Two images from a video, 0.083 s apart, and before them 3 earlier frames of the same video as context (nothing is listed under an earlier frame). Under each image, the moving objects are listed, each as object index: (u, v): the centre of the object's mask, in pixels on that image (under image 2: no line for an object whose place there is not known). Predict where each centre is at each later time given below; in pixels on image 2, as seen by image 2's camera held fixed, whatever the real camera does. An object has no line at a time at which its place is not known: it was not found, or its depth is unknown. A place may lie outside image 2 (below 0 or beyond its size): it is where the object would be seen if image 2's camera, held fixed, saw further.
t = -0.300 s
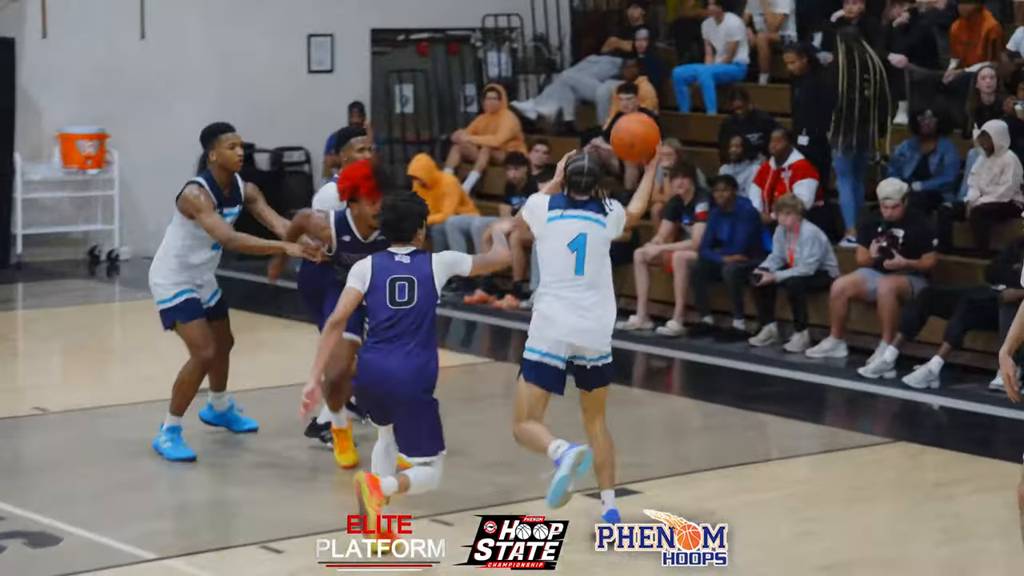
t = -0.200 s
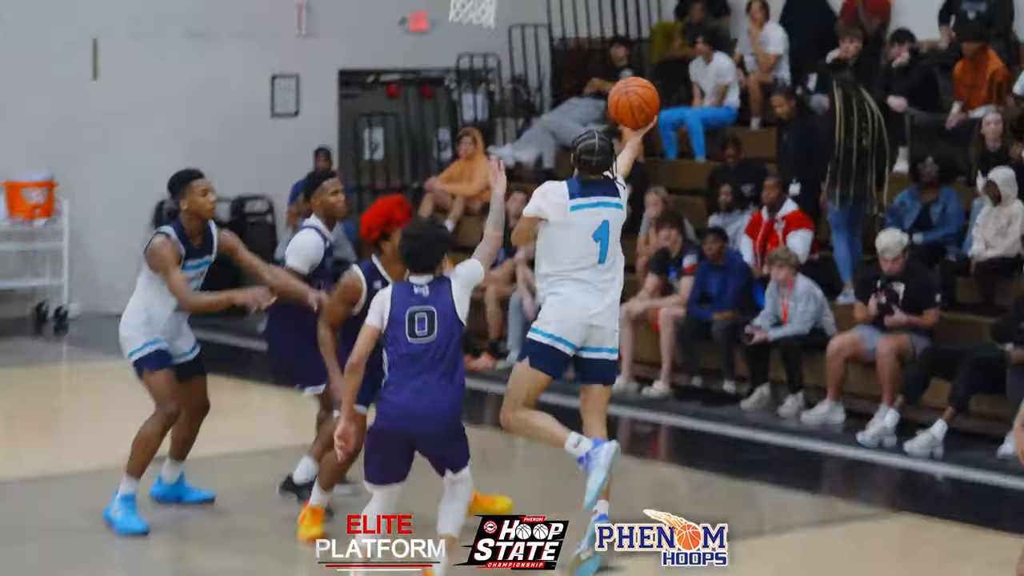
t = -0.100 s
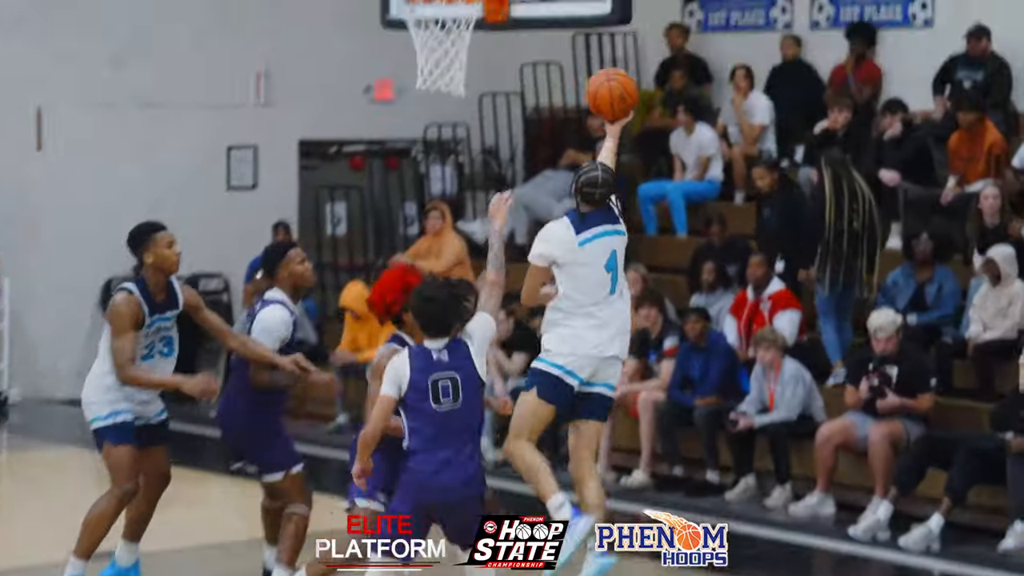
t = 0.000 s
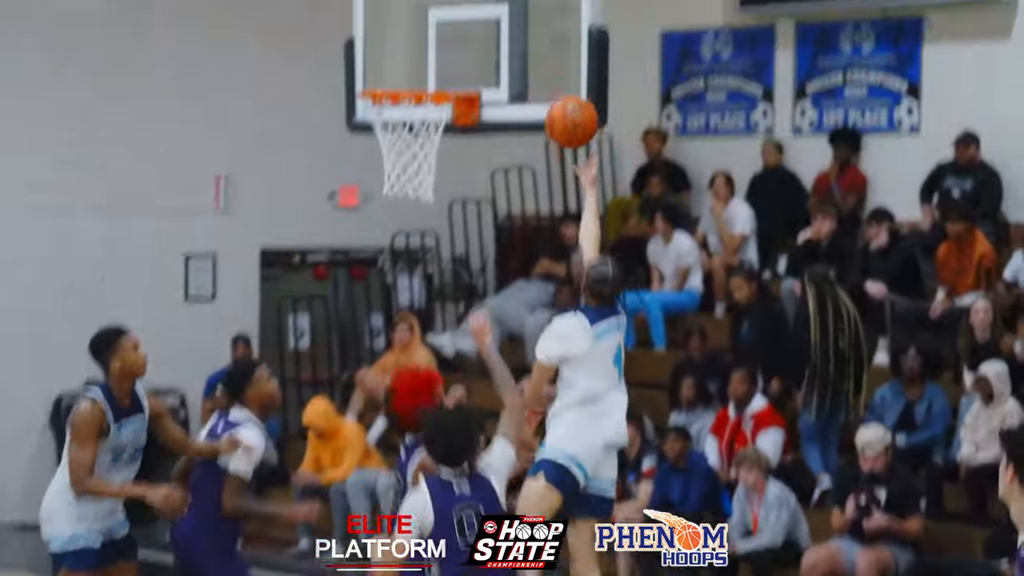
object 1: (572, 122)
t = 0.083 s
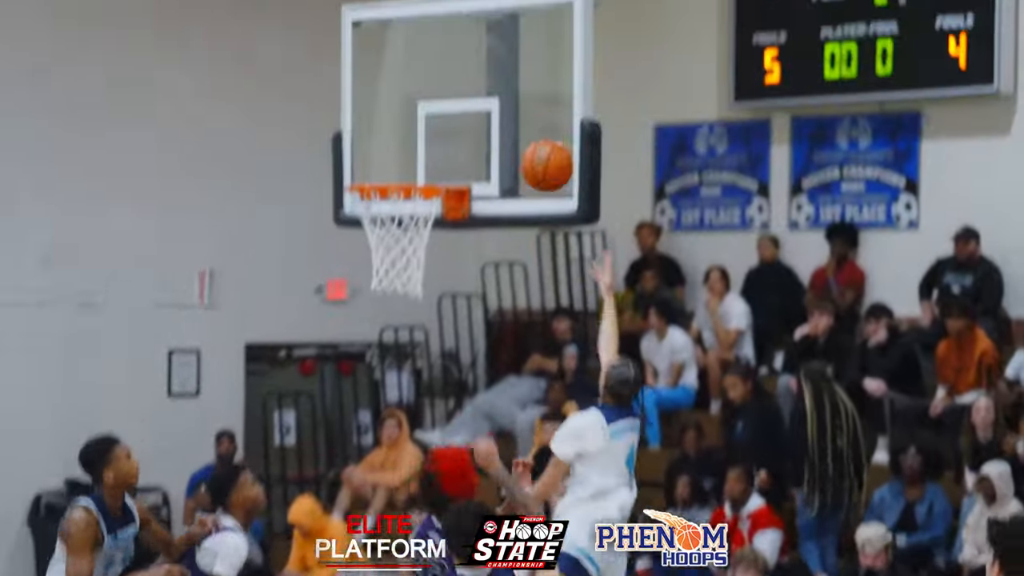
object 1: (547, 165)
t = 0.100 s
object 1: (543, 154)
